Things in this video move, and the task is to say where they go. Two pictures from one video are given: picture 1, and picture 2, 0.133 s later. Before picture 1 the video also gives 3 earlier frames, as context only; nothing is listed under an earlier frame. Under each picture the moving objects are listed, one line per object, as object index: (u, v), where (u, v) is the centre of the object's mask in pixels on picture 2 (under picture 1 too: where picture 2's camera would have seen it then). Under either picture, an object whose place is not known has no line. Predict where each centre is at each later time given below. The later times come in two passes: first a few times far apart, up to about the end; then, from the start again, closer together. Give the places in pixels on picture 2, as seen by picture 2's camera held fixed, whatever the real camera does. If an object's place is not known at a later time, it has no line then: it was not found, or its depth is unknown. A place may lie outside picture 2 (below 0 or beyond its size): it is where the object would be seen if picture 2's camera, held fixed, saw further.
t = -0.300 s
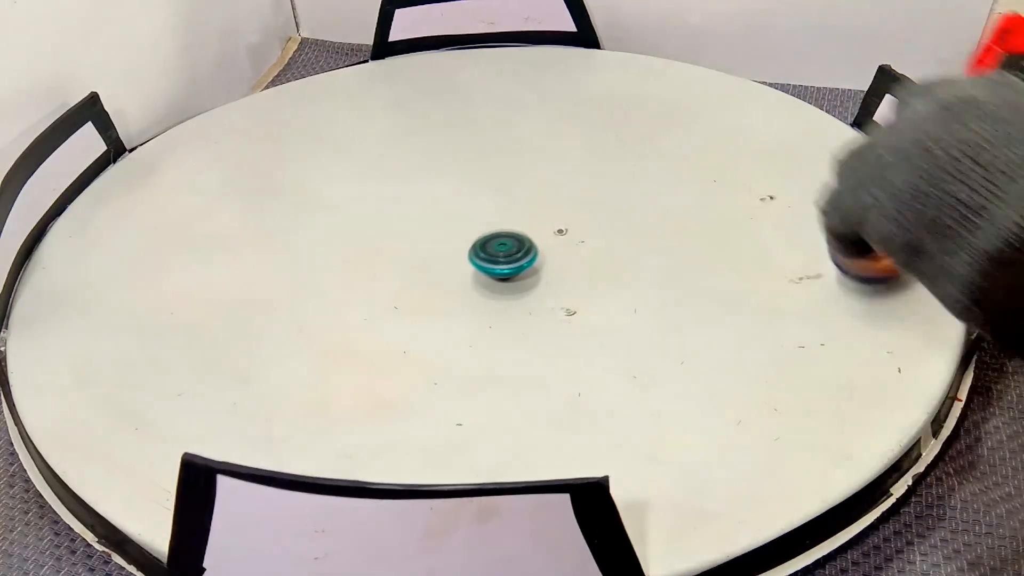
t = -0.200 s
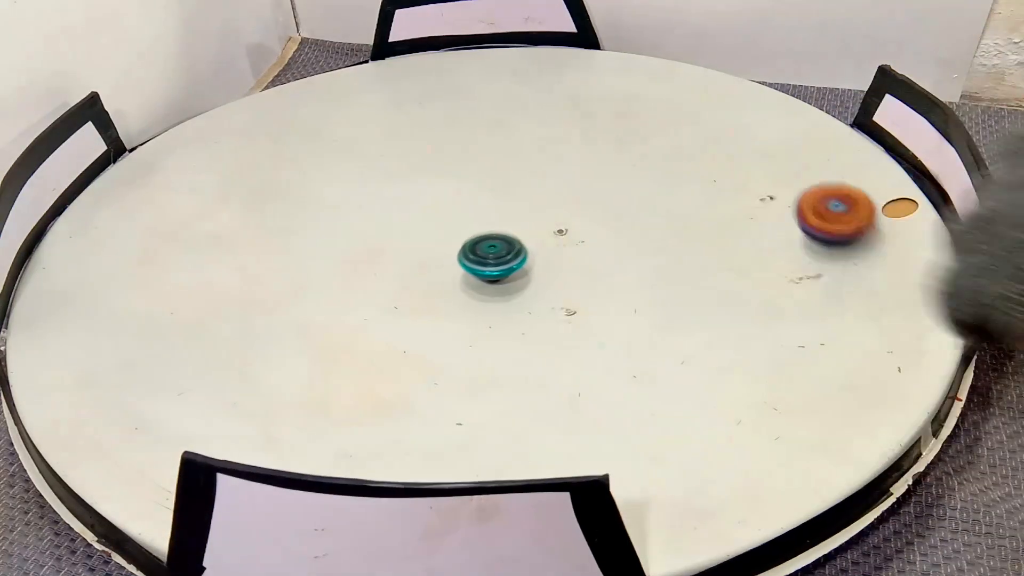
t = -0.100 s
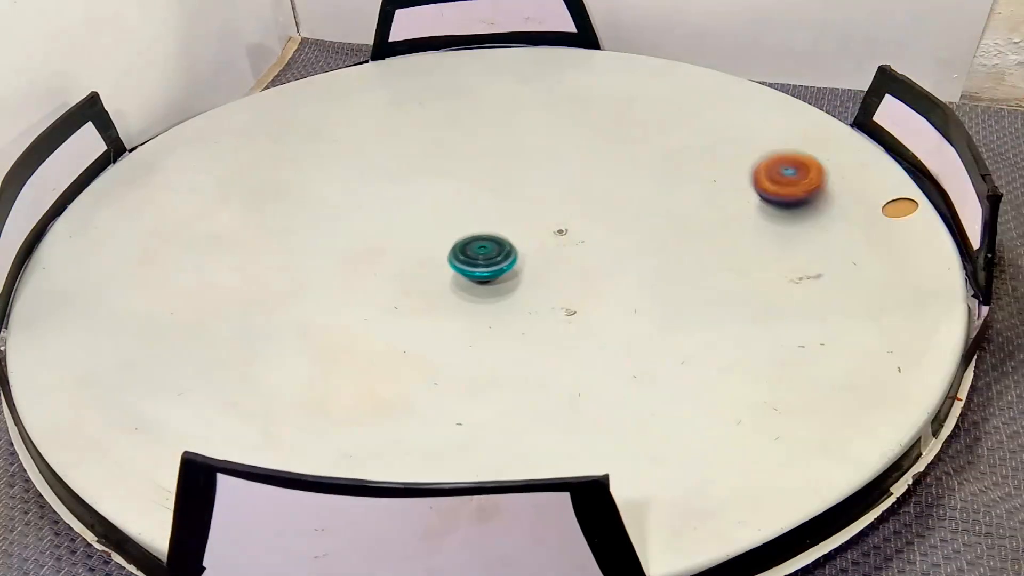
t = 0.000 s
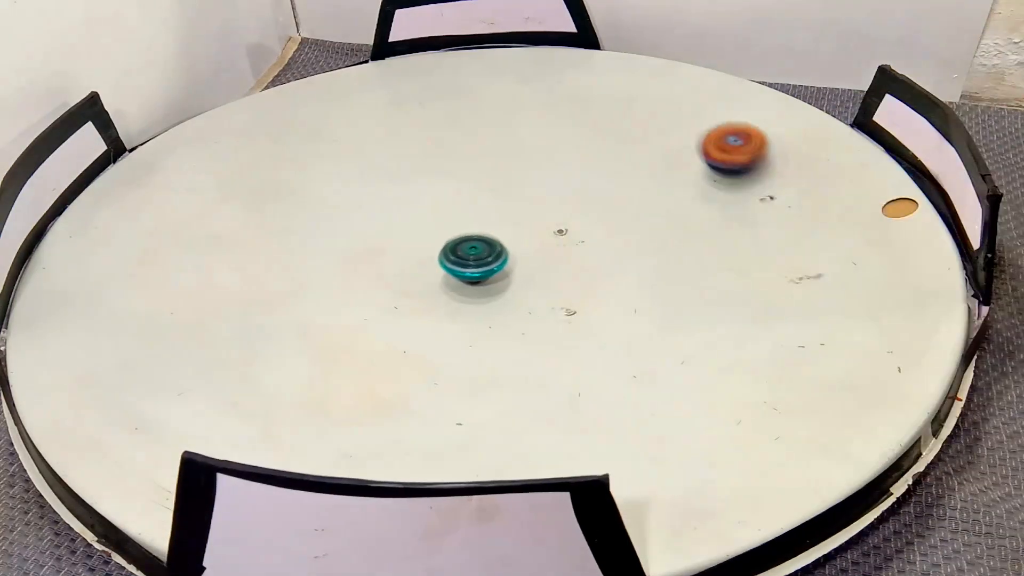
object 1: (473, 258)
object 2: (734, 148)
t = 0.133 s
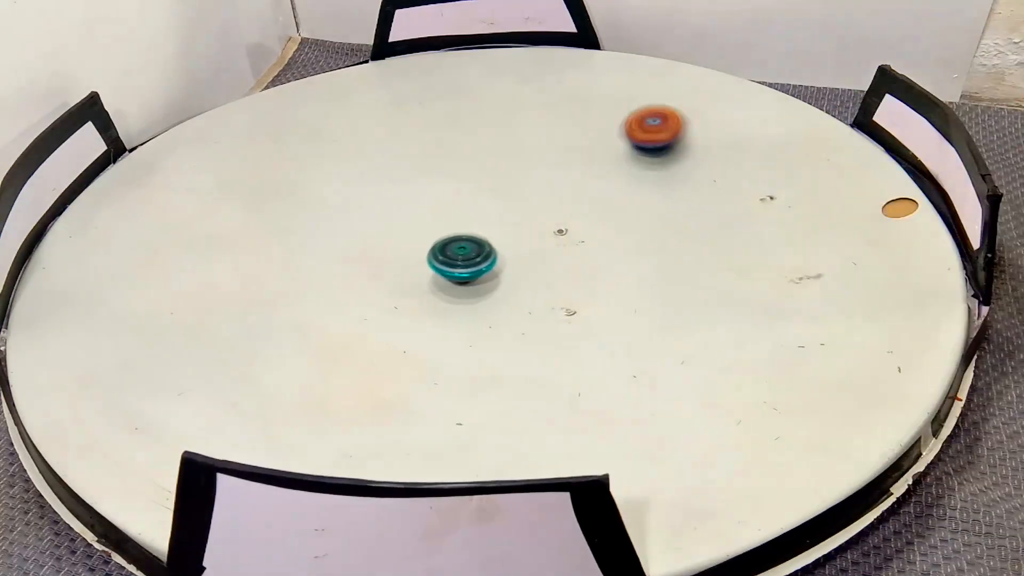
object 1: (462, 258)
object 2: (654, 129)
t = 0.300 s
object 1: (449, 257)
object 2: (552, 144)
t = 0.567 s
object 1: (437, 255)
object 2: (461, 205)
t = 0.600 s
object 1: (430, 260)
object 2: (456, 212)
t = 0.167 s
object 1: (459, 258)
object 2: (633, 128)
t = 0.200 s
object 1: (457, 258)
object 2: (612, 130)
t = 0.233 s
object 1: (454, 258)
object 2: (591, 133)
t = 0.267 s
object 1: (452, 258)
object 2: (572, 137)
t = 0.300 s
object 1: (449, 257)
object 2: (552, 144)
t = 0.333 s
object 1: (447, 257)
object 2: (534, 151)
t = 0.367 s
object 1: (445, 257)
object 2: (518, 158)
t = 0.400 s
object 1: (443, 257)
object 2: (502, 167)
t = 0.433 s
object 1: (442, 256)
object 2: (489, 175)
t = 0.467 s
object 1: (440, 256)
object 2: (478, 184)
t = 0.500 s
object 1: (438, 255)
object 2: (469, 194)
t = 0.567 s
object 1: (437, 255)
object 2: (461, 205)
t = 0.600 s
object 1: (430, 260)
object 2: (456, 212)
